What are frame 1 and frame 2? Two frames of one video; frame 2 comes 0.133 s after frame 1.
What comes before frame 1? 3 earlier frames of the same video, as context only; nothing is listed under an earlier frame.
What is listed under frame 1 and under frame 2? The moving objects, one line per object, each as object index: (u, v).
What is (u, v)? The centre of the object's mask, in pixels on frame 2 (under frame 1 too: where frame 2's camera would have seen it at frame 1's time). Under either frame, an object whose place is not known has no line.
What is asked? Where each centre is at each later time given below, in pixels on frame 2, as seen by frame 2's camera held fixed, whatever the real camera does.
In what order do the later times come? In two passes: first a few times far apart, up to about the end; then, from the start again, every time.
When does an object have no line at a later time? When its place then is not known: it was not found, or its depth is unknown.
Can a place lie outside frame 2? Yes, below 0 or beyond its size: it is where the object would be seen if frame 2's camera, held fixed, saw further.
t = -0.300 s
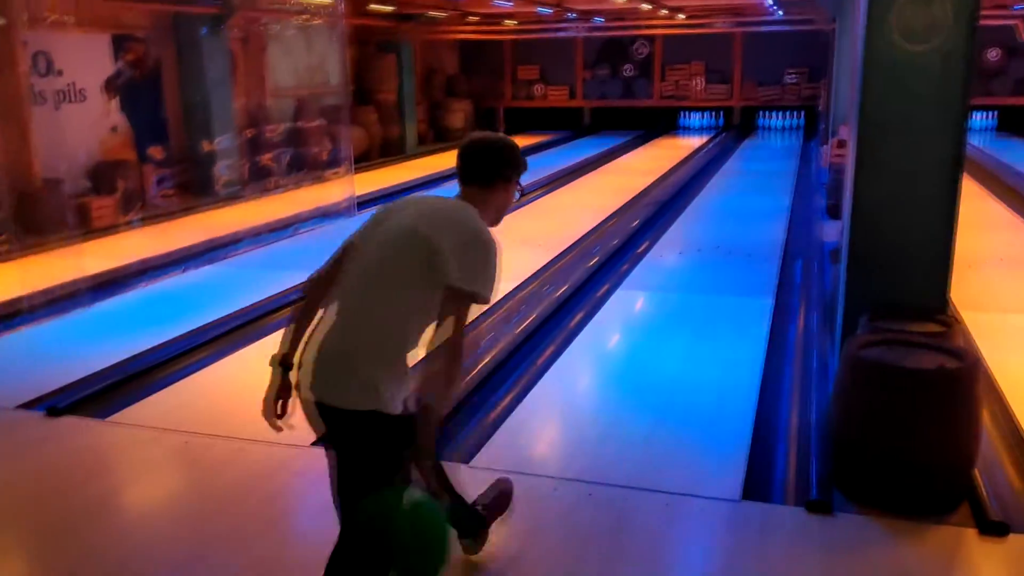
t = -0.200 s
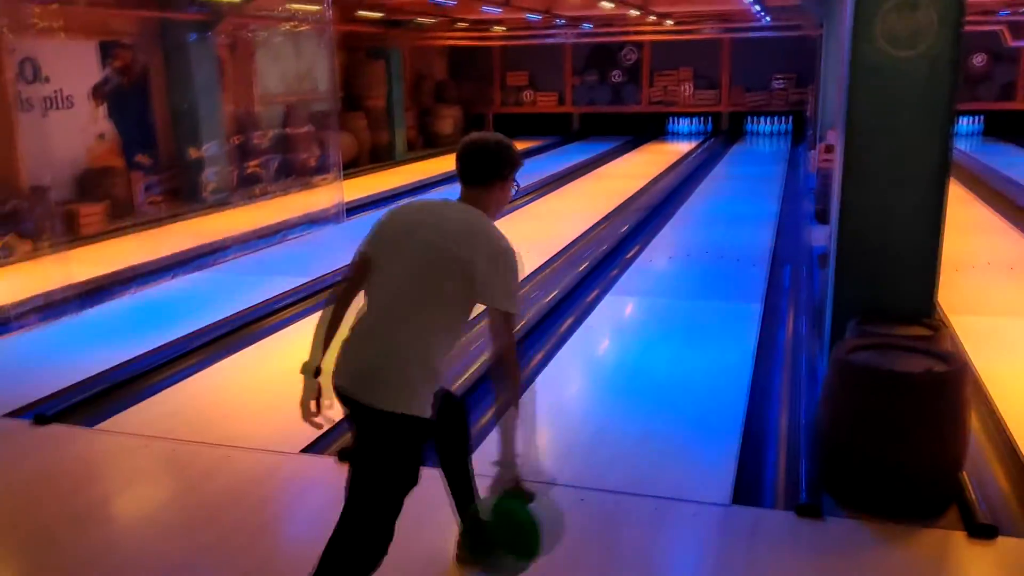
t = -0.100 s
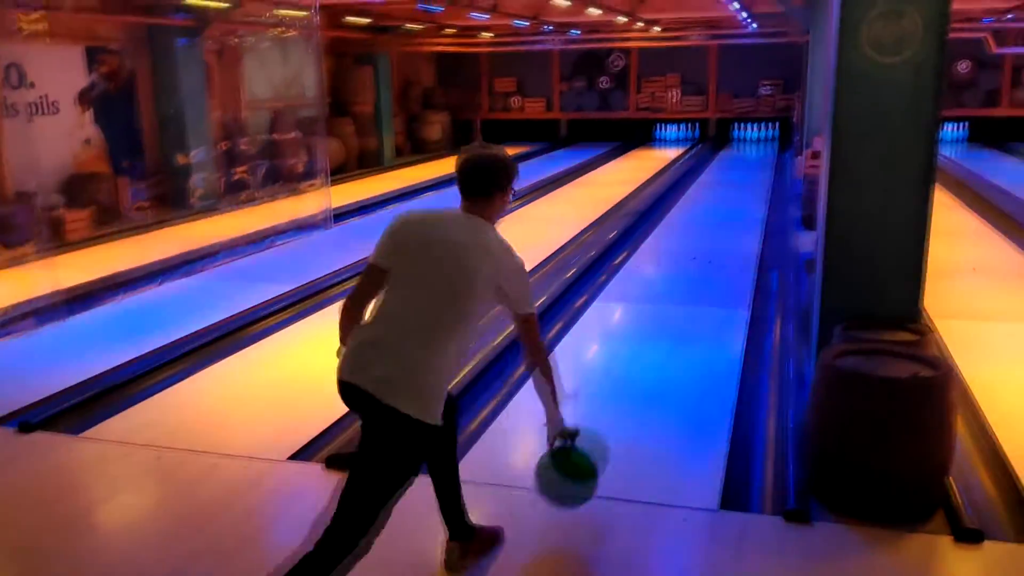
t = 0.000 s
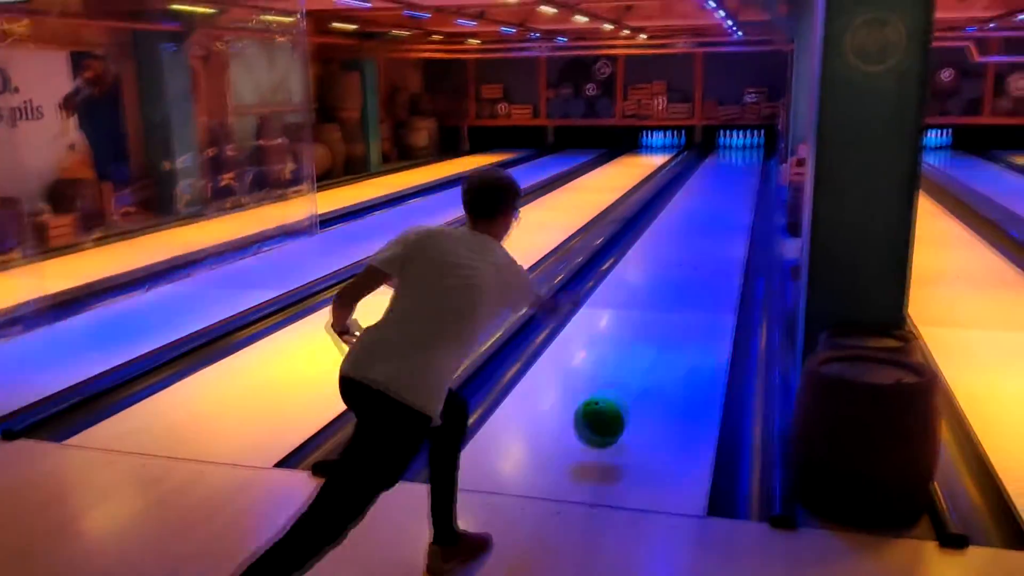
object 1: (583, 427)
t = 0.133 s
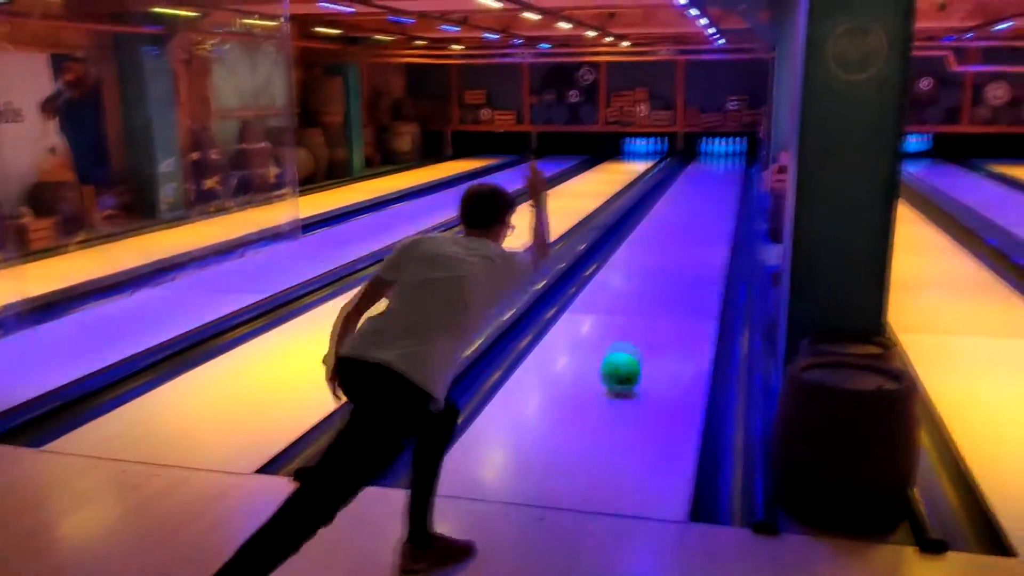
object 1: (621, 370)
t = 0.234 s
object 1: (641, 336)
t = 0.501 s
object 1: (675, 274)
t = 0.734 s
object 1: (693, 243)
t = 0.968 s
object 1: (704, 220)
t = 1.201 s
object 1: (713, 204)
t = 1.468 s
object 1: (720, 191)
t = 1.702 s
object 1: (724, 182)
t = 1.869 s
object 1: (727, 176)
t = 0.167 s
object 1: (628, 358)
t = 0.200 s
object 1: (635, 347)
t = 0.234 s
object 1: (641, 336)
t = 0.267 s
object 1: (646, 326)
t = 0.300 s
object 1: (651, 317)
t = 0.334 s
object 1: (656, 308)
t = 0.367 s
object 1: (660, 301)
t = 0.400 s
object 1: (664, 293)
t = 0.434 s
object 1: (668, 286)
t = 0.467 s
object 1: (671, 280)
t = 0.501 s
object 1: (675, 274)
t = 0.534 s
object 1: (678, 269)
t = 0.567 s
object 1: (681, 264)
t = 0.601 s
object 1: (683, 259)
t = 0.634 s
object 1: (686, 254)
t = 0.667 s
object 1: (688, 250)
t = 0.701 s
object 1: (690, 246)
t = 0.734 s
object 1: (693, 243)
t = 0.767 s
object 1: (694, 239)
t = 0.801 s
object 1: (696, 236)
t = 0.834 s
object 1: (698, 232)
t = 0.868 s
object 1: (700, 229)
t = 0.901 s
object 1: (701, 226)
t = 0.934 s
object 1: (703, 223)
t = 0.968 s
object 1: (704, 220)
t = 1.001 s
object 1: (706, 218)
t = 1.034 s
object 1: (707, 215)
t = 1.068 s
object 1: (708, 213)
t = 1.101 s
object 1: (710, 211)
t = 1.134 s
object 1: (711, 209)
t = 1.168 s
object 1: (712, 206)
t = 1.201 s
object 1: (713, 204)
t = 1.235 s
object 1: (714, 202)
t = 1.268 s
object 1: (715, 201)
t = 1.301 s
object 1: (716, 199)
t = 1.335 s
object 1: (716, 197)
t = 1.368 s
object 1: (717, 195)
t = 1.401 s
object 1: (718, 194)
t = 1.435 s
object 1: (719, 192)
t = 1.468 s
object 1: (720, 191)
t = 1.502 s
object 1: (720, 189)
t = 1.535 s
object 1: (721, 188)
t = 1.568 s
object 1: (722, 187)
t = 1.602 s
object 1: (722, 185)
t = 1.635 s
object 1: (723, 184)
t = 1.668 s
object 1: (724, 183)
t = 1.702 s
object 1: (724, 182)
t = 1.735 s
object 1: (725, 181)
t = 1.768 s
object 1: (725, 179)
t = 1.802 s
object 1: (726, 178)
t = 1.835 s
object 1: (726, 177)
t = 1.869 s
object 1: (727, 176)
